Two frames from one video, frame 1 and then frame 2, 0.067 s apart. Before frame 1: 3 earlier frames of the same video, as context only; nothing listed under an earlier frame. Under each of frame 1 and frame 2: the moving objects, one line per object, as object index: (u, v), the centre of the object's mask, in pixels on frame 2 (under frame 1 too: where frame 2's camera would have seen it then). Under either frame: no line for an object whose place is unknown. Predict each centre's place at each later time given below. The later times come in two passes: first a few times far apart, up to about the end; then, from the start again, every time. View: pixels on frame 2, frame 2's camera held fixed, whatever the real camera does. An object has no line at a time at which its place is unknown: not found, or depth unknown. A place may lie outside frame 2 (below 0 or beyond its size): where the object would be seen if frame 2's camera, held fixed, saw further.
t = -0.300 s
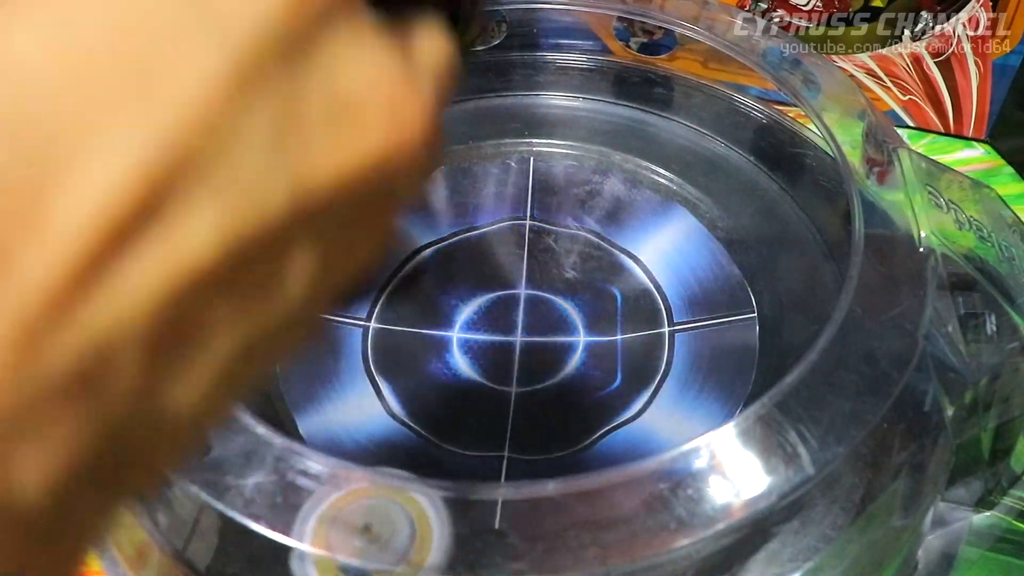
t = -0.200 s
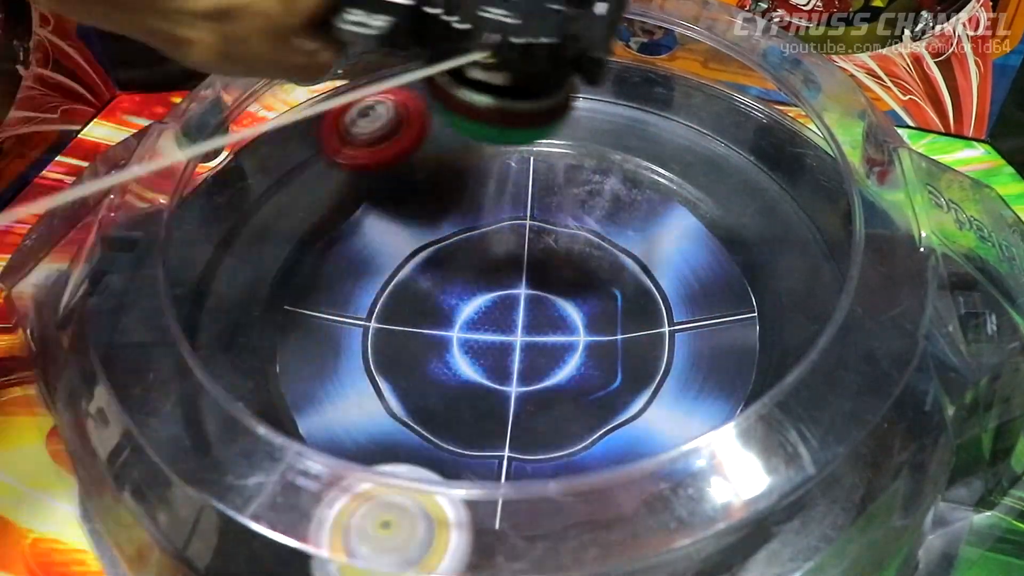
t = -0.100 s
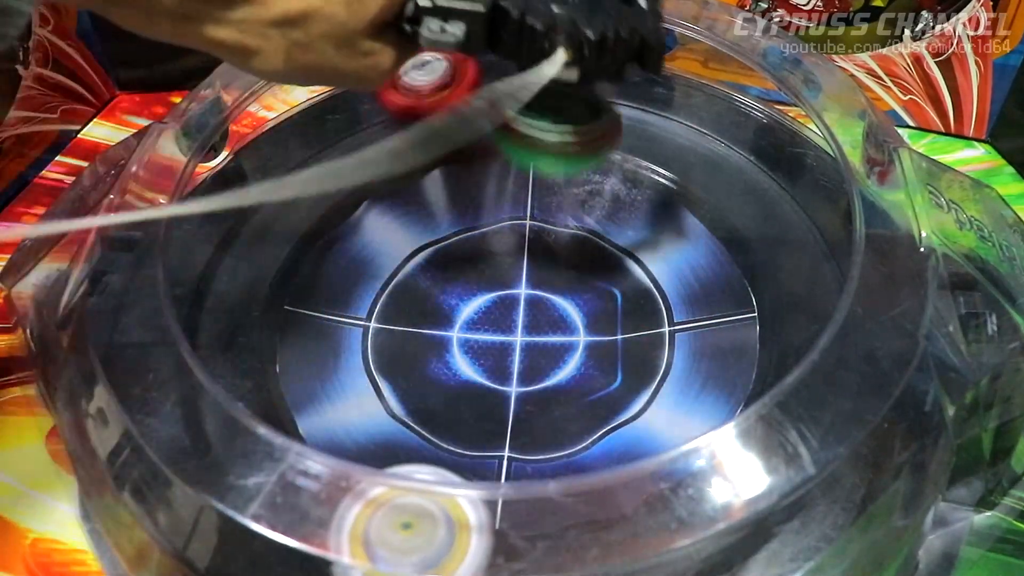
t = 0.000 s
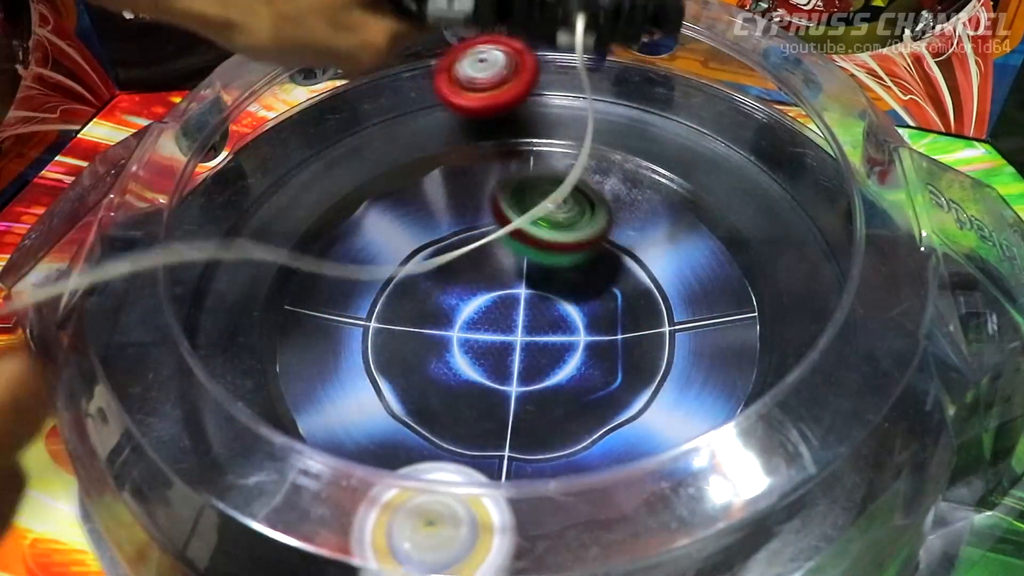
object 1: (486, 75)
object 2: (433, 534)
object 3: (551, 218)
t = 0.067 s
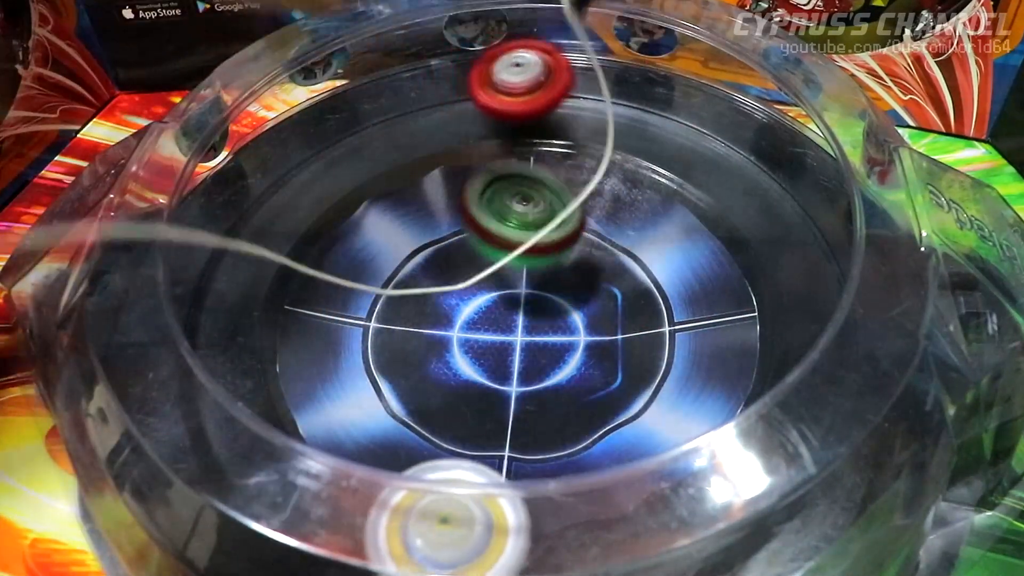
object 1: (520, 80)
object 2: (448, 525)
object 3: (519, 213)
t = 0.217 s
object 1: (567, 88)
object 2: (480, 520)
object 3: (477, 271)
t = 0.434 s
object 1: (567, 105)
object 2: (544, 492)
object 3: (510, 293)
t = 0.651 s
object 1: (558, 131)
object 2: (661, 323)
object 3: (529, 378)
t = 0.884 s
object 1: (558, 64)
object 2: (520, 265)
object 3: (603, 450)
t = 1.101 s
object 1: (490, 95)
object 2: (403, 377)
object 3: (714, 317)
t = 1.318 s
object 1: (385, 106)
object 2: (598, 396)
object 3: (621, 163)
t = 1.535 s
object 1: (273, 143)
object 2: (559, 194)
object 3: (433, 157)
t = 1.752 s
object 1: (67, 278)
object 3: (271, 131)
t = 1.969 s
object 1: (200, 318)
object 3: (305, 189)
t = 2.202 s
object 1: (308, 373)
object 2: (569, 332)
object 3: (477, 267)
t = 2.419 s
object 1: (409, 355)
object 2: (587, 284)
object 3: (486, 167)
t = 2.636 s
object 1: (282, 296)
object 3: (470, 167)
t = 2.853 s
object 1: (324, 189)
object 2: (522, 136)
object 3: (488, 233)
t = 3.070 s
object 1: (287, 169)
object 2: (473, 209)
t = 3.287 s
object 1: (256, 213)
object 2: (491, 316)
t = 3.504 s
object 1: (207, 285)
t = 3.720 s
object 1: (209, 376)
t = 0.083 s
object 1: (527, 80)
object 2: (450, 535)
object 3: (513, 223)
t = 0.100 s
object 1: (534, 81)
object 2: (454, 534)
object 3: (509, 238)
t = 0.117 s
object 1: (540, 82)
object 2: (458, 523)
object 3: (505, 260)
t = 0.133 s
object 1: (553, 85)
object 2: (461, 535)
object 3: (496, 282)
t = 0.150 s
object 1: (552, 84)
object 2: (464, 535)
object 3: (491, 283)
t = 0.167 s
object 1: (556, 84)
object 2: (468, 535)
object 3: (487, 275)
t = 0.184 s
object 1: (560, 85)
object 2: (472, 522)
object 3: (483, 269)
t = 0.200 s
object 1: (564, 87)
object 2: (475, 521)
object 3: (480, 268)
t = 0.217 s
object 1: (567, 88)
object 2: (480, 520)
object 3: (477, 271)
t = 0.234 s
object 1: (570, 89)
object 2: (483, 521)
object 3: (475, 278)
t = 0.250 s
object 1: (572, 90)
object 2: (487, 518)
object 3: (473, 291)
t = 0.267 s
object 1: (574, 91)
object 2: (491, 517)
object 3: (471, 302)
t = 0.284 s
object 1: (575, 92)
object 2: (495, 516)
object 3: (472, 298)
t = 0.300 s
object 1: (576, 93)
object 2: (499, 514)
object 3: (475, 294)
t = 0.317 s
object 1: (576, 94)
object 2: (502, 513)
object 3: (479, 293)
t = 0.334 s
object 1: (576, 95)
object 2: (506, 512)
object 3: (482, 295)
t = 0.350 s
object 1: (576, 97)
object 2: (510, 511)
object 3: (486, 302)
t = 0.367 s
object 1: (575, 98)
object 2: (514, 509)
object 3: (490, 301)
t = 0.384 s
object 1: (573, 99)
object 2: (520, 507)
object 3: (495, 297)
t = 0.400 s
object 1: (572, 101)
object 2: (527, 503)
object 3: (499, 296)
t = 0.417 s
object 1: (570, 103)
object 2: (535, 498)
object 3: (505, 298)
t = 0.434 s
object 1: (567, 105)
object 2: (544, 492)
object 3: (510, 293)
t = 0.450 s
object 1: (565, 107)
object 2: (554, 486)
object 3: (515, 292)
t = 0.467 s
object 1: (563, 112)
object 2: (564, 478)
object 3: (519, 288)
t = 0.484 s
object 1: (561, 119)
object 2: (575, 469)
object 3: (522, 285)
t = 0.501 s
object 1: (559, 127)
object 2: (585, 459)
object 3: (526, 281)
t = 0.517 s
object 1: (558, 136)
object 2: (596, 448)
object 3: (530, 277)
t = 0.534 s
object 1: (556, 146)
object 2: (608, 436)
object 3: (533, 270)
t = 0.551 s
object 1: (555, 156)
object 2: (618, 417)
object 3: (536, 266)
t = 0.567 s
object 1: (553, 163)
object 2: (632, 405)
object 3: (537, 267)
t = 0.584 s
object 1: (554, 155)
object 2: (643, 393)
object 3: (537, 293)
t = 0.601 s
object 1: (554, 146)
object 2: (651, 377)
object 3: (535, 318)
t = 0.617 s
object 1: (554, 140)
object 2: (656, 359)
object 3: (531, 340)
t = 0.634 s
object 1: (556, 134)
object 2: (660, 341)
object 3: (530, 361)
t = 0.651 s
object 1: (558, 131)
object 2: (661, 323)
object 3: (529, 378)
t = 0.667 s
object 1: (560, 128)
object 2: (659, 305)
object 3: (529, 398)
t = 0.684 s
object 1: (563, 126)
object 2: (654, 287)
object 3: (528, 412)
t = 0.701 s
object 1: (567, 125)
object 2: (647, 266)
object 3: (527, 422)
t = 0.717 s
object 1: (571, 126)
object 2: (636, 246)
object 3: (528, 430)
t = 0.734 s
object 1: (577, 127)
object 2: (624, 228)
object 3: (530, 435)
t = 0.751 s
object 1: (581, 128)
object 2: (611, 217)
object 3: (534, 452)
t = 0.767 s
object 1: (580, 116)
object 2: (603, 221)
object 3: (539, 458)
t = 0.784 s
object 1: (577, 105)
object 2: (595, 227)
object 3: (545, 461)
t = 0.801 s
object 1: (575, 96)
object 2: (585, 234)
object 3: (552, 464)
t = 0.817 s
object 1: (573, 88)
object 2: (574, 242)
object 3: (561, 465)
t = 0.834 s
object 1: (570, 79)
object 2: (561, 248)
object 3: (571, 464)
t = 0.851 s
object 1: (568, 70)
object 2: (549, 254)
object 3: (581, 462)
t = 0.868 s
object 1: (563, 65)
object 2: (535, 260)
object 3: (592, 456)
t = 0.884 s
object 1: (558, 64)
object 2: (520, 265)
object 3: (603, 450)
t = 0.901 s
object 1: (554, 66)
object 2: (505, 268)
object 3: (614, 446)
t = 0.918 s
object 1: (548, 73)
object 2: (489, 274)
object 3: (624, 438)
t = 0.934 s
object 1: (544, 73)
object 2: (473, 279)
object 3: (633, 417)
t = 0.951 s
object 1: (539, 75)
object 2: (457, 286)
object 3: (645, 410)
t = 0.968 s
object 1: (535, 80)
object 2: (444, 293)
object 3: (656, 404)
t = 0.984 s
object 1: (530, 82)
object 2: (432, 301)
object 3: (667, 395)
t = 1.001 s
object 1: (525, 84)
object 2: (421, 311)
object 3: (678, 386)
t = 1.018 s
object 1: (520, 87)
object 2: (411, 322)
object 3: (688, 376)
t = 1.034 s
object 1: (514, 88)
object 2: (404, 333)
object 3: (696, 365)
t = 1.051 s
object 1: (509, 90)
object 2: (400, 344)
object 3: (702, 352)
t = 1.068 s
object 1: (503, 92)
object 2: (398, 355)
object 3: (708, 345)
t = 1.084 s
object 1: (497, 94)
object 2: (399, 366)
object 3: (711, 331)
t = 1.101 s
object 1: (490, 95)
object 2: (403, 377)
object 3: (714, 317)
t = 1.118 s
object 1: (484, 97)
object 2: (408, 387)
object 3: (715, 303)
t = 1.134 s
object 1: (476, 98)
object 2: (416, 397)
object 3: (715, 288)
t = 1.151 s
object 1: (469, 99)
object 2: (427, 405)
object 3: (714, 272)
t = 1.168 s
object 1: (462, 101)
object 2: (440, 413)
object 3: (712, 258)
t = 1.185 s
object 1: (454, 102)
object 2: (454, 419)
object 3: (707, 244)
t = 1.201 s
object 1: (447, 102)
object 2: (471, 424)
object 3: (702, 232)
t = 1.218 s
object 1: (439, 103)
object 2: (489, 427)
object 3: (694, 221)
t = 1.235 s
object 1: (430, 104)
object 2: (507, 427)
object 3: (684, 210)
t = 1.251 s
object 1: (422, 104)
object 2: (526, 426)
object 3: (673, 199)
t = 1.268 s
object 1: (413, 105)
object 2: (546, 421)
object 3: (662, 190)
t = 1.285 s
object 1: (404, 106)
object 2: (565, 415)
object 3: (648, 178)
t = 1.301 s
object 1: (395, 106)
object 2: (582, 406)
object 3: (636, 171)
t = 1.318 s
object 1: (385, 106)
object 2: (598, 396)
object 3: (621, 163)
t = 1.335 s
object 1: (375, 107)
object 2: (612, 382)
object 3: (607, 156)
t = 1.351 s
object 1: (365, 107)
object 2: (624, 367)
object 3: (592, 151)
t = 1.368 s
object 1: (356, 108)
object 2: (632, 350)
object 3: (574, 145)
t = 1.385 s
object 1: (346, 108)
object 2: (638, 333)
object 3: (554, 141)
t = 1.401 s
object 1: (338, 110)
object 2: (640, 316)
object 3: (534, 137)
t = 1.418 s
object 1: (333, 114)
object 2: (638, 299)
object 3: (516, 135)
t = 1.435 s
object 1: (329, 119)
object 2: (632, 281)
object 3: (497, 134)
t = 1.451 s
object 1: (325, 123)
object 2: (626, 263)
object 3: (479, 135)
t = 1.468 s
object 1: (322, 128)
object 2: (616, 245)
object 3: (460, 137)
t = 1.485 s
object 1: (318, 133)
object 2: (603, 230)
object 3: (440, 139)
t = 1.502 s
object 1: (310, 137)
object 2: (591, 217)
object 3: (426, 143)
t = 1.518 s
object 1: (288, 140)
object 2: (575, 204)
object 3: (429, 149)
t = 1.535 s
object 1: (273, 143)
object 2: (559, 194)
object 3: (433, 157)
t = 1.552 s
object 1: (260, 149)
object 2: (545, 187)
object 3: (433, 163)
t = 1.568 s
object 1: (247, 159)
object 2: (567, 191)
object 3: (399, 157)
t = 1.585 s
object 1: (235, 169)
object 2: (596, 200)
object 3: (365, 149)
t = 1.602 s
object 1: (225, 183)
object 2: (622, 207)
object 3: (328, 131)
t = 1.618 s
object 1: (186, 191)
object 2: (649, 215)
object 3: (304, 121)
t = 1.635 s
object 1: (155, 205)
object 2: (674, 226)
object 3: (291, 113)
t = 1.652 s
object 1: (140, 213)
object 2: (694, 236)
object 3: (282, 112)
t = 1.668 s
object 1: (120, 230)
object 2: (716, 247)
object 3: (274, 113)
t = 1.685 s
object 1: (110, 243)
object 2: (733, 260)
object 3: (274, 125)
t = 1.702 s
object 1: (99, 251)
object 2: (746, 273)
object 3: (272, 123)
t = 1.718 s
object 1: (85, 265)
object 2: (756, 286)
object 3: (271, 123)
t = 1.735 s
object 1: (71, 274)
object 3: (271, 124)
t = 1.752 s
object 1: (67, 278)
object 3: (271, 131)
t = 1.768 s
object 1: (70, 282)
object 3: (272, 137)
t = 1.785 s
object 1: (74, 285)
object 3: (273, 138)
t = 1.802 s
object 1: (84, 288)
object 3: (273, 142)
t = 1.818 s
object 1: (93, 289)
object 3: (275, 151)
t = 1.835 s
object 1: (109, 297)
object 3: (278, 157)
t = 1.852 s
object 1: (117, 299)
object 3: (280, 158)
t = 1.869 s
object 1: (134, 302)
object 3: (283, 163)
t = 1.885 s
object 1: (141, 305)
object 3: (286, 168)
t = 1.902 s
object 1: (152, 307)
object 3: (290, 171)
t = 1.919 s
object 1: (163, 309)
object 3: (294, 177)
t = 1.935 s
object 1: (173, 311)
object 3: (298, 182)
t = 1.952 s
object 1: (186, 315)
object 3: (302, 186)
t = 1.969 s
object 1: (200, 318)
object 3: (305, 189)
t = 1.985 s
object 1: (210, 318)
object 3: (311, 197)
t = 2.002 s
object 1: (220, 320)
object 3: (316, 203)
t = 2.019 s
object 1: (234, 320)
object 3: (322, 213)
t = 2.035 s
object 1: (241, 322)
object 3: (328, 221)
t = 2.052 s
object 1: (249, 324)
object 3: (334, 231)
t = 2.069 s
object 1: (258, 325)
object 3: (342, 239)
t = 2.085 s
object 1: (270, 327)
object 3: (350, 244)
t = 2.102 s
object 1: (280, 332)
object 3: (359, 252)
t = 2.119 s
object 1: (282, 340)
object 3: (376, 258)
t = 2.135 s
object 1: (284, 348)
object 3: (398, 263)
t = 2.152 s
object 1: (289, 355)
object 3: (420, 264)
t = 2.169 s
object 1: (294, 362)
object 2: (582, 346)
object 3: (441, 268)
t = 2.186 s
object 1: (301, 369)
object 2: (573, 337)
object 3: (463, 270)
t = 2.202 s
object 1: (308, 373)
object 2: (569, 332)
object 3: (477, 267)
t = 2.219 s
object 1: (317, 378)
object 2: (573, 330)
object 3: (481, 254)
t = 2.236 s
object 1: (326, 381)
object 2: (578, 331)
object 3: (483, 241)
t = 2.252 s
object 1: (336, 384)
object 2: (583, 335)
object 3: (488, 231)
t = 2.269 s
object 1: (346, 385)
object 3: (491, 219)
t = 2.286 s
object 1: (358, 385)
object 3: (492, 210)
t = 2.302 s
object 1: (370, 384)
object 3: (494, 203)
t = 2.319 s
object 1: (382, 380)
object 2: (576, 333)
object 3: (495, 195)
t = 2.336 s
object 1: (395, 376)
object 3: (495, 190)
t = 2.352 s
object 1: (408, 371)
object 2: (565, 328)
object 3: (495, 184)
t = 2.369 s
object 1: (421, 366)
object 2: (557, 325)
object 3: (492, 179)
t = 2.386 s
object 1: (432, 360)
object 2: (551, 320)
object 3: (490, 174)
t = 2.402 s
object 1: (427, 357)
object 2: (567, 307)
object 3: (488, 170)
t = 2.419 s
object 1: (409, 355)
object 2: (587, 284)
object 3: (486, 167)
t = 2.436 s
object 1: (393, 354)
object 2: (606, 253)
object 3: (484, 164)
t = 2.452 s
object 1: (378, 358)
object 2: (628, 228)
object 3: (483, 163)
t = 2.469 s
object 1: (363, 360)
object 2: (645, 203)
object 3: (481, 160)
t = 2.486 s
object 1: (349, 354)
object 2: (657, 181)
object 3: (480, 159)
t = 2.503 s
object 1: (336, 351)
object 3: (479, 158)
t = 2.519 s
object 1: (325, 349)
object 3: (478, 159)
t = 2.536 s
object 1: (315, 344)
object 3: (476, 158)
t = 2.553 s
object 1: (306, 338)
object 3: (475, 158)
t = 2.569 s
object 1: (299, 331)
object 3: (474, 159)
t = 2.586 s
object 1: (293, 324)
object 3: (473, 160)
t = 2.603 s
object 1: (289, 314)
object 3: (472, 162)
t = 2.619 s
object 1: (285, 307)
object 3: (471, 165)
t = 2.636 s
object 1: (282, 296)
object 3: (470, 167)
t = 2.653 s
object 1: (282, 287)
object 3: (470, 170)
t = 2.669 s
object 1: (282, 276)
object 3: (470, 175)
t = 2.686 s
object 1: (284, 266)
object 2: (637, 91)
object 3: (471, 178)
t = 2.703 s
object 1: (286, 255)
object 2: (624, 97)
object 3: (471, 183)
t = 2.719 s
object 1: (290, 246)
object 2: (612, 101)
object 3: (472, 187)
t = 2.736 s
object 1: (292, 237)
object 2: (600, 104)
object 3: (473, 192)
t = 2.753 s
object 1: (297, 228)
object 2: (588, 108)
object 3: (474, 197)
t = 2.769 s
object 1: (301, 222)
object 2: (578, 110)
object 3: (476, 202)
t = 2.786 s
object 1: (305, 213)
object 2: (568, 115)
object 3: (477, 207)
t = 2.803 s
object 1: (310, 207)
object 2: (557, 120)
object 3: (480, 215)
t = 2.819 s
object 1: (314, 200)
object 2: (546, 125)
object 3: (483, 220)
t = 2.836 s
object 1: (320, 195)
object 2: (534, 131)
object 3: (485, 227)
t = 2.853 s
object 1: (324, 189)
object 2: (522, 136)
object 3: (488, 233)
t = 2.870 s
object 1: (331, 184)
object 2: (510, 141)
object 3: (491, 239)
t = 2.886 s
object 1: (336, 180)
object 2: (497, 148)
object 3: (493, 245)
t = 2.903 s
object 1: (343, 176)
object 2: (484, 153)
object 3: (497, 253)
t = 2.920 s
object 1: (349, 173)
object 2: (471, 158)
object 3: (501, 258)
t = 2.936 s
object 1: (351, 171)
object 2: (461, 163)
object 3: (505, 264)
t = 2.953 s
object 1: (346, 169)
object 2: (461, 167)
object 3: (510, 269)
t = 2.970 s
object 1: (337, 169)
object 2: (464, 169)
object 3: (515, 275)
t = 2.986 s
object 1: (330, 168)
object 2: (468, 176)
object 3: (520, 280)
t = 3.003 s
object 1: (321, 167)
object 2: (470, 180)
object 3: (527, 283)
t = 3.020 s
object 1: (313, 168)
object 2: (472, 187)
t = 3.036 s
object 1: (305, 168)
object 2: (473, 194)
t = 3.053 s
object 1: (296, 168)
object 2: (473, 202)
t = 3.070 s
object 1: (287, 169)
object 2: (473, 209)
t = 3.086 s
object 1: (277, 170)
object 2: (473, 217)
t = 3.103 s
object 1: (268, 171)
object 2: (474, 226)
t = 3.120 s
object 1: (260, 172)
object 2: (474, 235)
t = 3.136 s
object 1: (259, 176)
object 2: (474, 244)
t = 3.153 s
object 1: (258, 180)
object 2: (473, 253)
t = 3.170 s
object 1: (260, 187)
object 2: (473, 262)
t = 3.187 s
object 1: (260, 189)
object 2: (474, 269)
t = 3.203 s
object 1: (262, 193)
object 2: (474, 278)
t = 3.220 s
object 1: (263, 198)
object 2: (475, 285)
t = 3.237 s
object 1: (262, 201)
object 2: (478, 292)
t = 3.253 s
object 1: (261, 205)
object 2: (480, 300)
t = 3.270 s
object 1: (259, 209)
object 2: (485, 308)
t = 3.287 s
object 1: (256, 213)
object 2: (491, 316)
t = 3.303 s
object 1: (252, 217)
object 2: (497, 324)
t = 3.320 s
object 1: (246, 222)
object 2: (508, 330)
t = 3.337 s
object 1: (240, 226)
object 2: (518, 335)
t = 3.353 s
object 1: (234, 231)
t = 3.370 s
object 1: (228, 238)
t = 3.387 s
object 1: (224, 244)
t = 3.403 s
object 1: (220, 251)
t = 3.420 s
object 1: (218, 257)
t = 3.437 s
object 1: (208, 262)
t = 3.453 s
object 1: (206, 267)
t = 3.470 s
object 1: (206, 273)
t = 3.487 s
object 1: (207, 279)
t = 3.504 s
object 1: (207, 285)
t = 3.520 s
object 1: (207, 290)
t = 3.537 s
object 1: (206, 296)
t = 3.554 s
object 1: (204, 303)
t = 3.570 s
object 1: (204, 309)
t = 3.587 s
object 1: (202, 316)
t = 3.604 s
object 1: (202, 323)
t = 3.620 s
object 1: (201, 331)
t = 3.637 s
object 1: (202, 339)
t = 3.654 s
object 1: (202, 347)
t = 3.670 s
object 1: (203, 354)
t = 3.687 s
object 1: (205, 362)
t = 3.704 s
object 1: (207, 369)
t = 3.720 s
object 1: (209, 376)
